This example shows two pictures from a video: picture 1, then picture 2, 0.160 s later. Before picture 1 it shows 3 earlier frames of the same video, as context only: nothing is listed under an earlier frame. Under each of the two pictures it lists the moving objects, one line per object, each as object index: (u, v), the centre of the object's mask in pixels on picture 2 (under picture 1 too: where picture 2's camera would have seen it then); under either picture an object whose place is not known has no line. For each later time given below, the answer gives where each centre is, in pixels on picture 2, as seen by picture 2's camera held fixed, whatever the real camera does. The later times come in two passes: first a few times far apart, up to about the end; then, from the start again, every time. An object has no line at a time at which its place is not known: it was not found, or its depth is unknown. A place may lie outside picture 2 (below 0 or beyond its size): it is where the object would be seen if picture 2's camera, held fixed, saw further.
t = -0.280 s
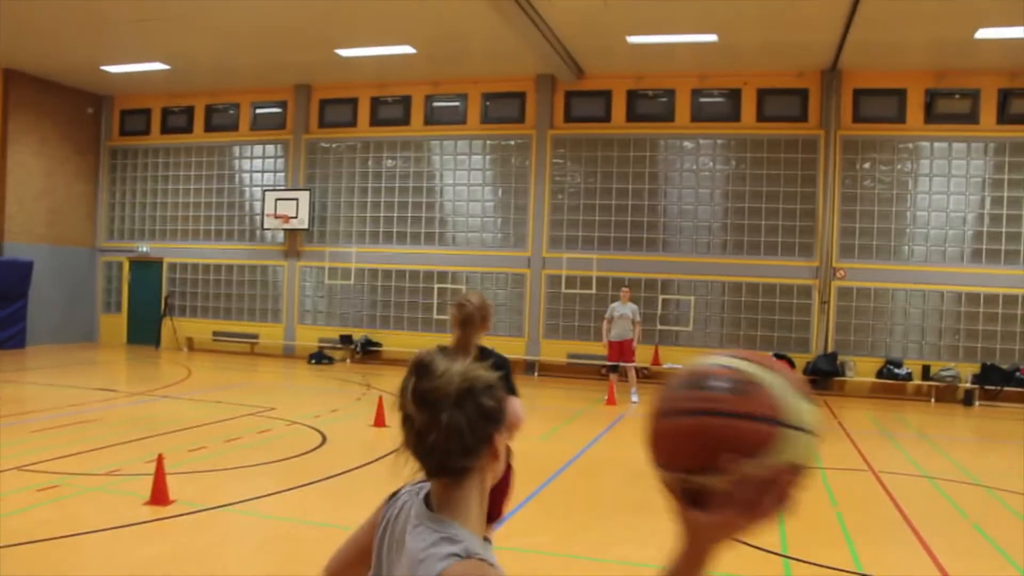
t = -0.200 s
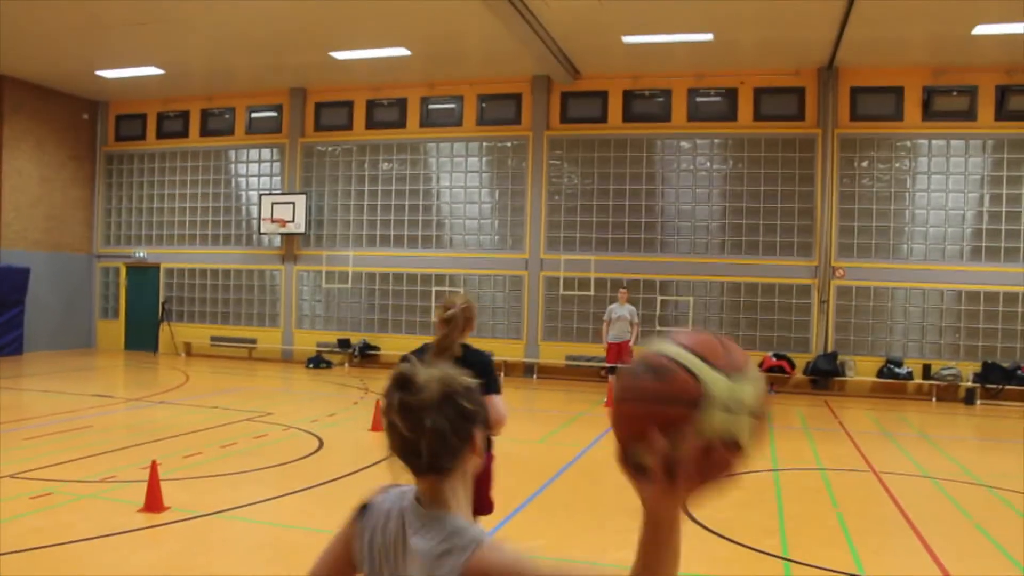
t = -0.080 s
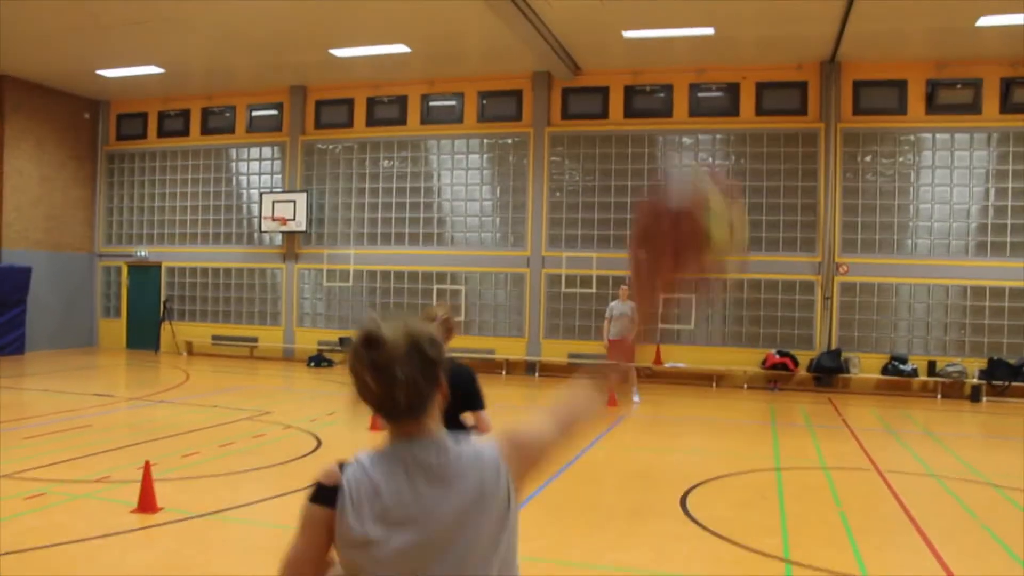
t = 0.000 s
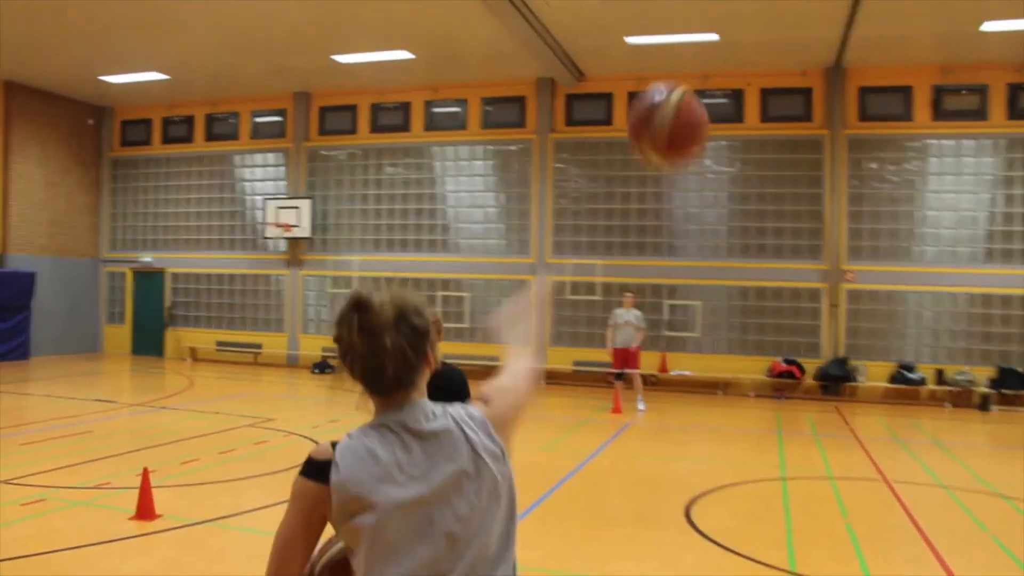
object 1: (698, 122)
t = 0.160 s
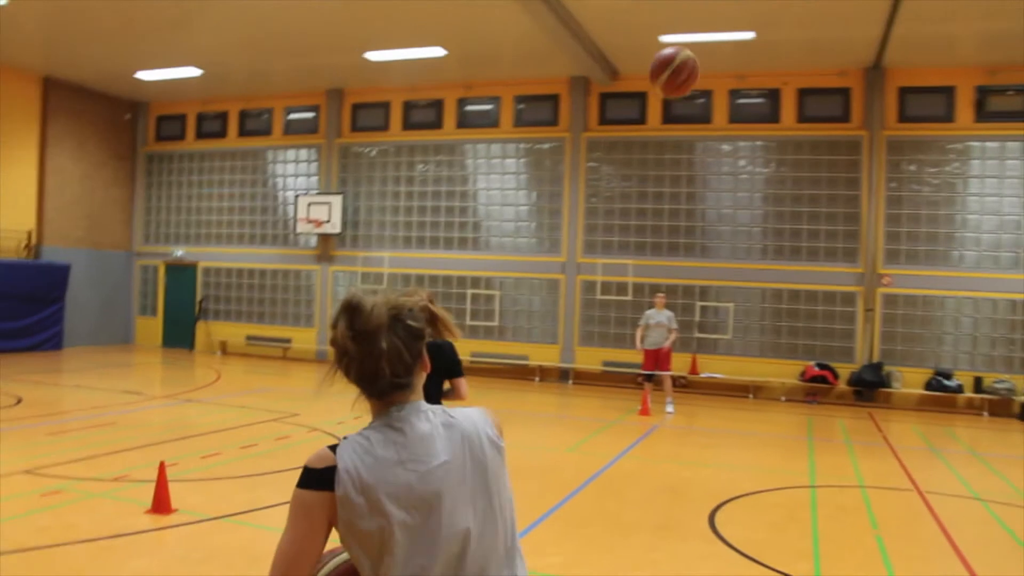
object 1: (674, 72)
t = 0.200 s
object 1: (670, 72)
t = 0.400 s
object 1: (664, 100)
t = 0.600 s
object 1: (664, 153)
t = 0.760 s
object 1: (664, 202)
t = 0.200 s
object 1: (670, 72)
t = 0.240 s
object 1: (670, 73)
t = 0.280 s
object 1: (669, 77)
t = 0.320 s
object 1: (667, 85)
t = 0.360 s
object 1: (663, 93)
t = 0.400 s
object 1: (664, 100)
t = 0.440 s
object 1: (665, 108)
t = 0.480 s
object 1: (665, 118)
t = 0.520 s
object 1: (664, 129)
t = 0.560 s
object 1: (664, 140)
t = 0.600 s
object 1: (664, 153)
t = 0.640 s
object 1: (664, 164)
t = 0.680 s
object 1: (664, 176)
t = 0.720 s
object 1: (664, 189)
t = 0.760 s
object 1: (664, 202)
